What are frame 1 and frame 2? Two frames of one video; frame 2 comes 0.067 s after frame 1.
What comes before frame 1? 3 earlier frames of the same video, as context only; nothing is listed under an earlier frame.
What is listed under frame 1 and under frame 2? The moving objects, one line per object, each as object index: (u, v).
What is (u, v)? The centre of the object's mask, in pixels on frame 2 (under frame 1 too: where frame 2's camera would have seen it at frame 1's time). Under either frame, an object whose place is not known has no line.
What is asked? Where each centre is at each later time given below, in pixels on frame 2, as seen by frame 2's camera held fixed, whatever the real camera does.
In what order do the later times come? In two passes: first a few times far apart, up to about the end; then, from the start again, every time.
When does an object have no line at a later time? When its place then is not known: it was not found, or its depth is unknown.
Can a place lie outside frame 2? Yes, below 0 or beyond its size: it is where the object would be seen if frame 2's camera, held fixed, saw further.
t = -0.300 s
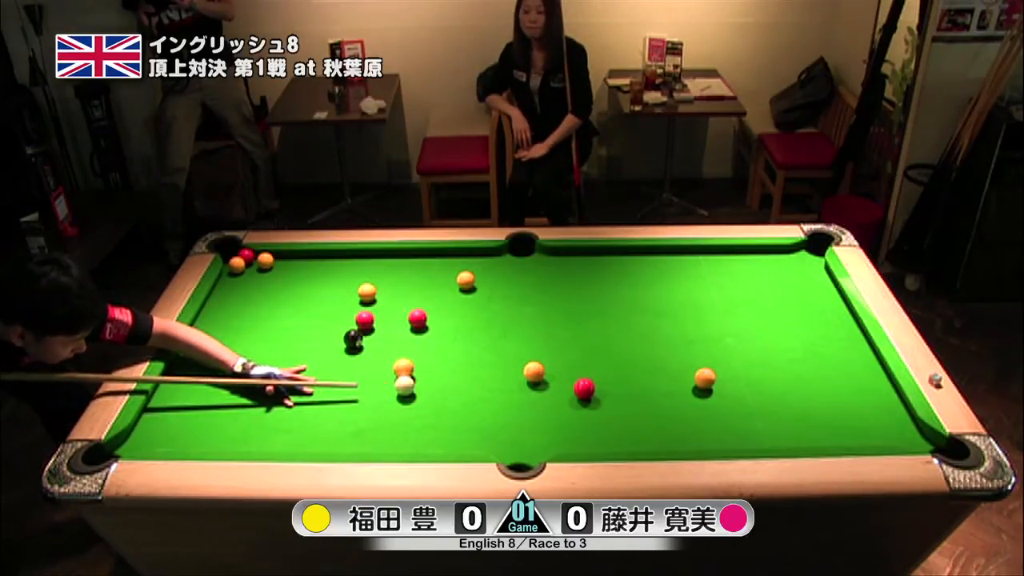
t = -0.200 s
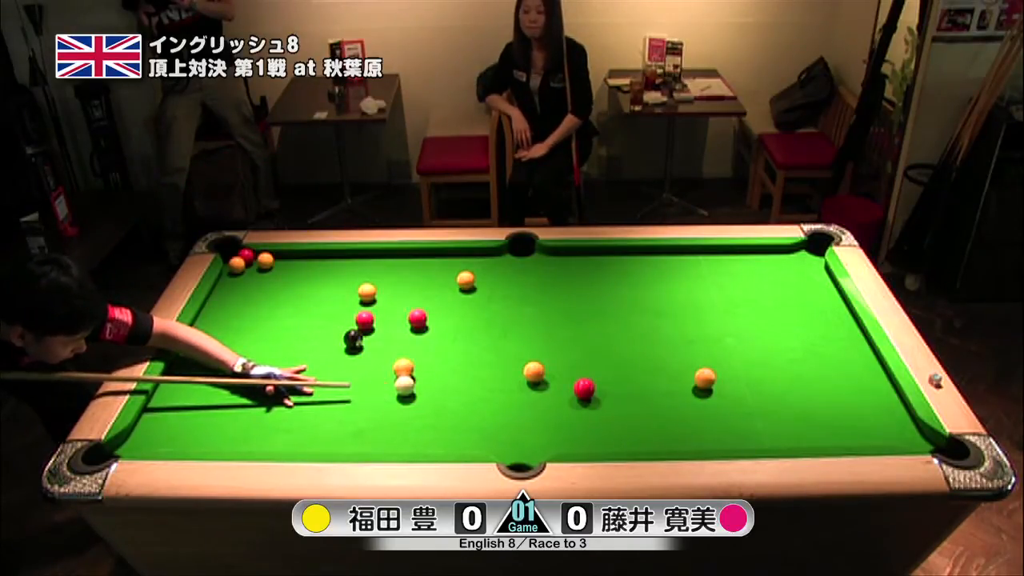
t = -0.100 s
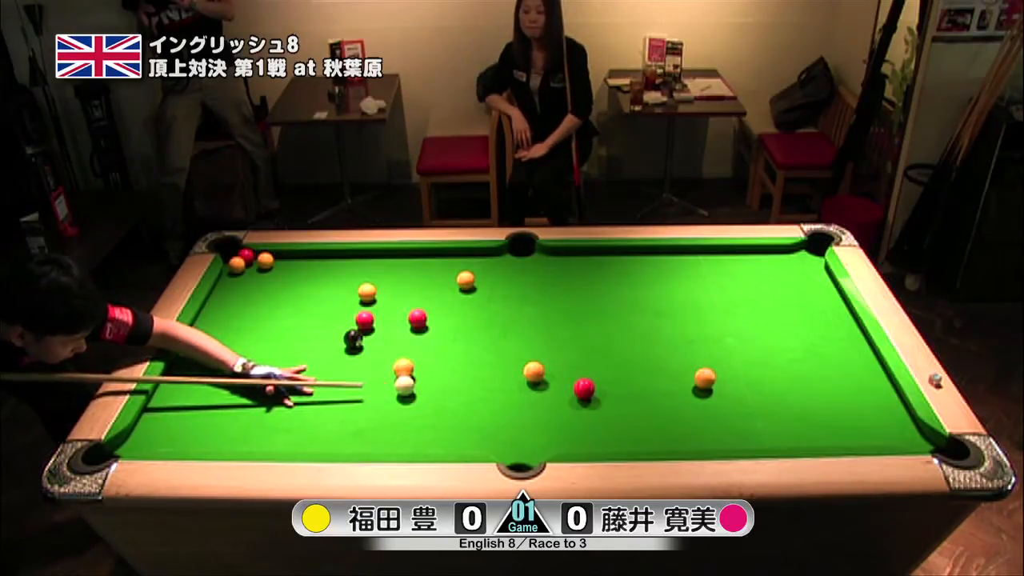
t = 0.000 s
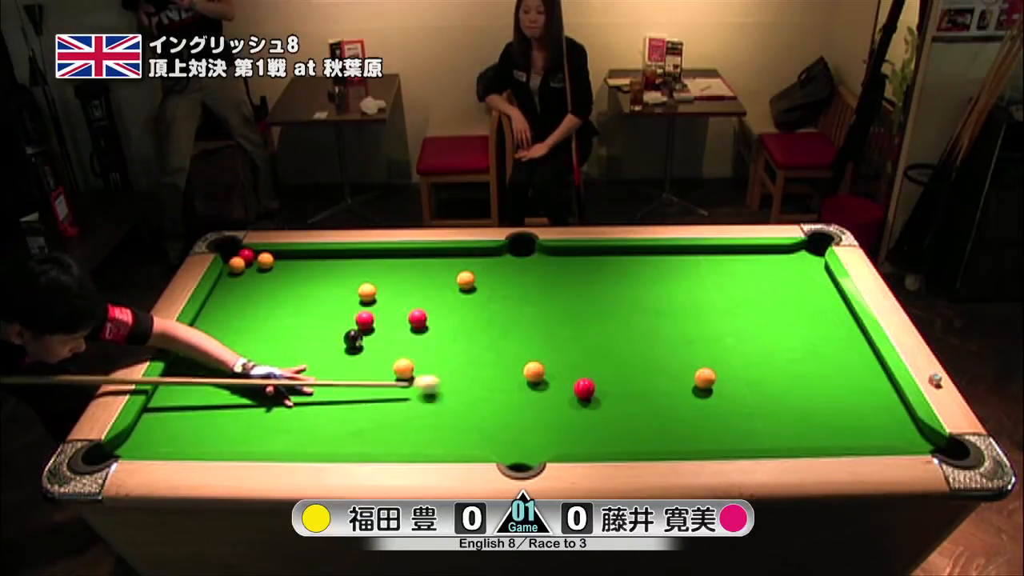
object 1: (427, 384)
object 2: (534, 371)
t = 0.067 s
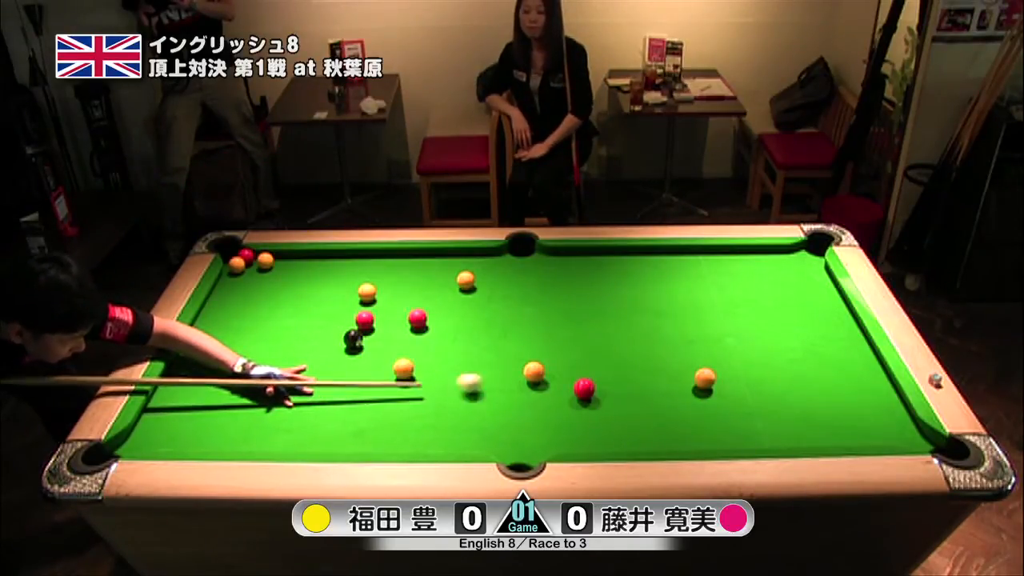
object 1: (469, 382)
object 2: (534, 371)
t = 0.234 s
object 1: (538, 393)
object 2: (555, 361)
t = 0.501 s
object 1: (618, 429)
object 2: (602, 336)
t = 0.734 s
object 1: (679, 436)
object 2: (637, 317)
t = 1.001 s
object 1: (730, 419)
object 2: (673, 298)
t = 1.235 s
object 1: (769, 404)
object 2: (700, 283)
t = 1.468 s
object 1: (805, 392)
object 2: (725, 270)
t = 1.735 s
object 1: (840, 378)
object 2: (750, 257)
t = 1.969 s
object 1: (868, 368)
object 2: (770, 252)
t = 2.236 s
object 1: (860, 361)
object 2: (793, 258)
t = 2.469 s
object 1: (841, 356)
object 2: (812, 263)
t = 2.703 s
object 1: (825, 352)
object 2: (816, 267)
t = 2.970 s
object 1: (810, 349)
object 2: (809, 270)
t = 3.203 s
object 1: (800, 347)
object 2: (804, 273)
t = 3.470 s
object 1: (791, 345)
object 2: (800, 275)
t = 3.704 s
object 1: (787, 344)
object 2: (797, 276)
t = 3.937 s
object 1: (784, 344)
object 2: (796, 276)
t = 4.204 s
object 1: (784, 344)
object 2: (795, 276)
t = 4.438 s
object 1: (784, 344)
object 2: (795, 276)
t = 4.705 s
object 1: (784, 344)
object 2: (795, 276)
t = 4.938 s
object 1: (785, 344)
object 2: (795, 276)
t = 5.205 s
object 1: (785, 344)
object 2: (795, 276)
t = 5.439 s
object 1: (785, 344)
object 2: (795, 276)
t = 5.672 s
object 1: (785, 344)
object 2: (795, 276)
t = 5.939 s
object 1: (785, 344)
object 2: (795, 276)
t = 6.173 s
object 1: (785, 344)
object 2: (795, 276)
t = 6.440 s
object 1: (785, 344)
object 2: (795, 276)
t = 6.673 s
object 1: (784, 344)
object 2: (795, 276)
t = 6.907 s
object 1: (785, 344)
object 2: (795, 276)
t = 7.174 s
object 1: (785, 344)
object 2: (795, 276)
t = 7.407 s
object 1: (785, 344)
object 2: (795, 276)
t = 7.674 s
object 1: (785, 344)
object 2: (795, 276)
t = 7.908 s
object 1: (785, 344)
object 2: (795, 276)
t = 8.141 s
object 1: (785, 344)
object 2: (795, 276)
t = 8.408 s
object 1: (785, 344)
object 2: (795, 276)
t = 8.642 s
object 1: (785, 344)
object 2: (795, 276)
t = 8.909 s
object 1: (785, 344)
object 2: (795, 276)
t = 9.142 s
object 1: (785, 344)
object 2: (795, 276)
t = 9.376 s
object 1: (785, 344)
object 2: (795, 276)
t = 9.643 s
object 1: (785, 344)
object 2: (795, 276)
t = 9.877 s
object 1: (785, 344)
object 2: (795, 276)
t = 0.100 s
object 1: (489, 381)
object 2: (534, 371)
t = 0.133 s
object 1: (508, 381)
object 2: (534, 371)
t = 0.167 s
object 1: (521, 383)
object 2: (538, 369)
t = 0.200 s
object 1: (529, 388)
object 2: (547, 365)
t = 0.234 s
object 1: (538, 393)
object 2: (555, 361)
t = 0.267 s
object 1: (546, 398)
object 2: (562, 357)
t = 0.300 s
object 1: (556, 403)
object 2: (568, 354)
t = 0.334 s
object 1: (566, 407)
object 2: (574, 351)
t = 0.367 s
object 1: (576, 412)
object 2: (579, 348)
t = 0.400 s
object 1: (586, 416)
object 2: (585, 345)
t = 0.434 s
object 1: (597, 420)
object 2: (591, 342)
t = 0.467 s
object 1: (607, 425)
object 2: (596, 339)
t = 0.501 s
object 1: (618, 429)
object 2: (602, 336)
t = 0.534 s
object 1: (628, 434)
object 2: (607, 333)
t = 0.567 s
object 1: (639, 438)
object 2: (612, 331)
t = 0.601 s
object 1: (649, 441)
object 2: (617, 328)
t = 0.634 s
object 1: (659, 443)
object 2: (622, 325)
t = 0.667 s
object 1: (666, 440)
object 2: (627, 322)
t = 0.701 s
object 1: (672, 438)
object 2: (632, 320)
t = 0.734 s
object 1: (679, 436)
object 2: (637, 317)
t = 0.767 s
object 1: (686, 434)
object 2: (642, 315)
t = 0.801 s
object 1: (692, 432)
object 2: (647, 312)
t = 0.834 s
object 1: (699, 429)
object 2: (651, 309)
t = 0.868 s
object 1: (705, 427)
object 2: (655, 307)
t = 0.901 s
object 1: (712, 425)
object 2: (660, 304)
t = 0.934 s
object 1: (718, 423)
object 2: (664, 302)
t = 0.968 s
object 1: (724, 421)
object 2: (669, 300)
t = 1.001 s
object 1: (730, 419)
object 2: (673, 298)
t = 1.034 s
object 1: (736, 416)
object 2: (677, 296)
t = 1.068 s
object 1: (742, 414)
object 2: (681, 293)
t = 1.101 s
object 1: (747, 412)
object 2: (685, 291)
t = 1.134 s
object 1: (753, 410)
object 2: (689, 289)
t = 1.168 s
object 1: (758, 408)
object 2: (693, 287)
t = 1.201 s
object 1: (764, 406)
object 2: (697, 285)
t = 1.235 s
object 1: (769, 404)
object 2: (700, 283)
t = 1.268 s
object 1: (775, 403)
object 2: (704, 281)
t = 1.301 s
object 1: (780, 401)
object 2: (708, 279)
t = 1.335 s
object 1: (785, 399)
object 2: (711, 277)
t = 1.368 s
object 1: (790, 397)
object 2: (715, 276)
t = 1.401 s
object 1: (795, 395)
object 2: (718, 274)
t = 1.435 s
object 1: (800, 394)
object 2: (722, 272)
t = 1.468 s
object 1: (805, 392)
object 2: (725, 270)
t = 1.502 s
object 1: (809, 390)
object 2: (728, 269)
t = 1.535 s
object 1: (814, 388)
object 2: (732, 267)
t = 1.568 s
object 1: (818, 386)
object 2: (735, 265)
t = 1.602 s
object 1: (823, 385)
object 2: (738, 264)
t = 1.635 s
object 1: (828, 383)
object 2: (741, 262)
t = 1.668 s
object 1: (832, 382)
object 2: (744, 260)
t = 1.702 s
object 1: (836, 380)
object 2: (747, 259)
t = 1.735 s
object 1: (840, 378)
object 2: (750, 257)
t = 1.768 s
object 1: (845, 377)
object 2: (753, 255)
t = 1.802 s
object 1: (849, 375)
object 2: (756, 254)
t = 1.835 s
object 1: (853, 374)
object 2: (758, 252)
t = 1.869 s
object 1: (857, 372)
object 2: (761, 251)
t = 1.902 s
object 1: (860, 371)
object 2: (764, 251)
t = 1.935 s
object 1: (864, 370)
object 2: (767, 251)
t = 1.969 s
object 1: (868, 368)
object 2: (770, 252)
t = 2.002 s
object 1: (872, 367)
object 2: (773, 253)
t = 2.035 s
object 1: (875, 366)
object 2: (776, 254)
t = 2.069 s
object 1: (875, 365)
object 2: (779, 255)
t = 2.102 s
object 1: (872, 364)
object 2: (782, 255)
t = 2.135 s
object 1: (869, 364)
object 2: (785, 256)
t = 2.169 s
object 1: (866, 362)
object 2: (788, 257)
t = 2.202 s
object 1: (863, 362)
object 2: (791, 257)
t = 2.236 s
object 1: (860, 361)
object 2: (793, 258)
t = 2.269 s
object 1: (857, 360)
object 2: (796, 259)
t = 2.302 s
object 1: (854, 360)
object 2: (799, 259)
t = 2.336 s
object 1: (852, 359)
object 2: (802, 260)
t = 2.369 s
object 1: (849, 358)
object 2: (804, 261)
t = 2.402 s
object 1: (846, 358)
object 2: (807, 261)
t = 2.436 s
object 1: (844, 357)
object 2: (809, 262)
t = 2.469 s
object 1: (841, 356)
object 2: (812, 263)
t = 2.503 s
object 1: (839, 356)
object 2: (815, 264)
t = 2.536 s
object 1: (836, 355)
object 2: (817, 264)
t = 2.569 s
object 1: (834, 355)
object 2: (819, 265)
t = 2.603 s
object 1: (832, 354)
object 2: (818, 265)
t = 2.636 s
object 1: (829, 354)
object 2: (817, 265)
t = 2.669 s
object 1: (827, 353)
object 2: (817, 266)
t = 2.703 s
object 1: (825, 352)
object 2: (816, 267)
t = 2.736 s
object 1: (823, 352)
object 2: (815, 267)
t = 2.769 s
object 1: (821, 352)
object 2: (814, 267)
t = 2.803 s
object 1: (819, 351)
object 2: (813, 268)
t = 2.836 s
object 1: (817, 351)
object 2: (812, 269)
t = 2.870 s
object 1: (816, 350)
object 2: (811, 269)
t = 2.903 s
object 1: (814, 350)
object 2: (811, 269)
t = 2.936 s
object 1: (812, 349)
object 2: (810, 270)
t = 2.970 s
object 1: (810, 349)
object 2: (809, 270)
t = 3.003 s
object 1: (809, 349)
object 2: (808, 271)
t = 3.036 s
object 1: (807, 349)
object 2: (808, 271)
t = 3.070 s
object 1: (806, 348)
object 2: (807, 271)
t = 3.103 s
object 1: (804, 348)
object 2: (806, 272)
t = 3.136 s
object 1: (803, 348)
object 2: (806, 272)
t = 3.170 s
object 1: (801, 347)
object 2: (805, 272)
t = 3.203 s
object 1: (800, 347)
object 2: (804, 273)
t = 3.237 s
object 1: (799, 347)
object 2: (804, 273)
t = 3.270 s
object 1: (798, 347)
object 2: (803, 273)
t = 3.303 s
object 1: (796, 346)
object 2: (803, 273)
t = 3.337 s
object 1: (795, 346)
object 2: (802, 274)
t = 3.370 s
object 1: (794, 346)
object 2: (802, 274)
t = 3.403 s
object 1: (793, 346)
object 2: (801, 274)
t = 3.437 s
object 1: (792, 346)
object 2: (800, 274)
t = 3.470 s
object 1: (791, 345)
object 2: (800, 275)
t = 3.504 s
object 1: (791, 345)
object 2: (800, 275)
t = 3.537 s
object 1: (790, 345)
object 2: (799, 275)
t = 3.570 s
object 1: (789, 345)
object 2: (799, 275)
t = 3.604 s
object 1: (788, 345)
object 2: (798, 275)
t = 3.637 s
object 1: (788, 344)
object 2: (798, 275)
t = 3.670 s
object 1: (787, 344)
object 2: (797, 275)
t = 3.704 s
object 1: (787, 344)
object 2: (797, 276)
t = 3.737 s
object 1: (786, 344)
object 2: (797, 276)
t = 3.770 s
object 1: (786, 344)
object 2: (797, 276)
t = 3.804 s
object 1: (785, 344)
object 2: (797, 276)
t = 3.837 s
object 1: (785, 344)
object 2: (796, 276)
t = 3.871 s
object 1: (785, 344)
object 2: (796, 276)
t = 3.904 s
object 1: (784, 344)
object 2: (796, 276)
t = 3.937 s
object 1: (784, 344)
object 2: (796, 276)
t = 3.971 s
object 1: (784, 344)
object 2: (796, 276)
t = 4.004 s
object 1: (784, 344)
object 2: (796, 276)
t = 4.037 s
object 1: (784, 344)
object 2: (795, 276)
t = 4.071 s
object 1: (784, 344)
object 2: (795, 276)
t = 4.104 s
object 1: (784, 344)
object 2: (795, 276)
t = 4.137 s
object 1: (784, 344)
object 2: (795, 276)
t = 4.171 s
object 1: (784, 344)
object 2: (795, 276)
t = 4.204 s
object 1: (784, 344)
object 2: (795, 276)
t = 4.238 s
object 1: (784, 344)
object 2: (795, 276)
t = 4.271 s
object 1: (784, 344)
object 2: (795, 276)
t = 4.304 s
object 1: (784, 344)
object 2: (795, 276)
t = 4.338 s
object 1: (784, 344)
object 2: (795, 276)
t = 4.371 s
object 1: (784, 344)
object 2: (795, 276)
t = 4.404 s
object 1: (784, 344)
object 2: (795, 276)
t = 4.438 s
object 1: (784, 344)
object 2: (795, 276)
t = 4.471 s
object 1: (784, 344)
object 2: (795, 276)
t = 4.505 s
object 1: (784, 344)
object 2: (795, 276)
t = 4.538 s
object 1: (784, 344)
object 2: (795, 276)
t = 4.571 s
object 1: (784, 344)
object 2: (795, 276)
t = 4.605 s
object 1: (784, 344)
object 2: (795, 276)
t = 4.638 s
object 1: (784, 344)
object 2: (795, 276)
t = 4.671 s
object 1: (784, 344)
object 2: (795, 276)
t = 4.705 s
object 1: (784, 344)
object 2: (795, 276)
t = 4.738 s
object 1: (784, 344)
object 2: (795, 276)
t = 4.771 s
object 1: (785, 344)
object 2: (795, 276)
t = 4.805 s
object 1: (784, 344)
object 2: (795, 276)
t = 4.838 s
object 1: (785, 344)
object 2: (795, 276)
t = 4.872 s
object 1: (784, 344)
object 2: (795, 276)
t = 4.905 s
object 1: (785, 344)
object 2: (795, 276)
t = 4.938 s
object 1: (785, 344)
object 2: (795, 276)
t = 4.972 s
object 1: (785, 344)
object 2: (795, 276)
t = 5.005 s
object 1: (785, 344)
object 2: (795, 276)
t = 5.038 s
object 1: (785, 344)
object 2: (795, 276)
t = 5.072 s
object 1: (785, 344)
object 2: (795, 276)
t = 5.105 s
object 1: (785, 344)
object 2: (795, 276)
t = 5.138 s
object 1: (785, 344)
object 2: (795, 276)
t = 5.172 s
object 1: (785, 344)
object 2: (795, 276)
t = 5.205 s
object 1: (785, 344)
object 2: (795, 276)
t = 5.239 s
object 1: (785, 344)
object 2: (795, 276)
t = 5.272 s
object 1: (785, 344)
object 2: (795, 276)
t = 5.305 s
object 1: (785, 344)
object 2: (795, 276)
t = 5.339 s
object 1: (785, 344)
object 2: (795, 276)
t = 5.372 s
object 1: (785, 344)
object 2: (795, 276)
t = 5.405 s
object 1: (785, 344)
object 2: (795, 276)
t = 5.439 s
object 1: (785, 344)
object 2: (795, 276)
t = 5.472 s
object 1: (785, 344)
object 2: (795, 276)
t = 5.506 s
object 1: (785, 344)
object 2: (795, 276)
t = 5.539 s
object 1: (785, 344)
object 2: (795, 276)
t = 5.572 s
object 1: (785, 344)
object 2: (795, 276)
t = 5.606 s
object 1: (785, 344)
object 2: (795, 276)
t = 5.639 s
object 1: (785, 344)
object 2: (795, 276)
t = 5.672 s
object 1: (785, 344)
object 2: (795, 276)
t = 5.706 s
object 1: (785, 344)
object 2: (795, 276)
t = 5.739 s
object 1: (785, 344)
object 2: (795, 276)
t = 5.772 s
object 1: (785, 344)
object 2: (795, 276)
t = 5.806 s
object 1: (785, 344)
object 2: (795, 276)
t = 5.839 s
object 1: (785, 344)
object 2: (795, 276)
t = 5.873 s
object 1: (785, 344)
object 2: (795, 276)
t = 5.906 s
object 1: (785, 344)
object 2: (795, 276)
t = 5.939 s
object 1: (785, 344)
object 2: (795, 276)
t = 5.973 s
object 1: (785, 344)
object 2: (795, 276)
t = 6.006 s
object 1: (785, 344)
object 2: (795, 276)
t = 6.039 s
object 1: (785, 344)
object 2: (795, 276)
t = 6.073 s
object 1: (785, 344)
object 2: (795, 276)
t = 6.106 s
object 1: (785, 344)
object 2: (795, 276)
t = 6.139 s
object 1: (785, 344)
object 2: (795, 276)
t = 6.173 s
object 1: (785, 344)
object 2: (795, 276)
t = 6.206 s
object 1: (785, 344)
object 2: (795, 276)
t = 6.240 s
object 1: (785, 344)
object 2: (795, 276)
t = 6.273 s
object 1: (785, 344)
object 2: (795, 276)
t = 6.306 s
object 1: (785, 344)
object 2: (795, 276)
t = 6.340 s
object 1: (785, 344)
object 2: (795, 276)
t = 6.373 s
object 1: (785, 344)
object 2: (795, 276)
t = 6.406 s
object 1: (785, 344)
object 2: (795, 276)
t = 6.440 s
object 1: (785, 344)
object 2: (795, 276)
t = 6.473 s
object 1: (785, 344)
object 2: (795, 276)
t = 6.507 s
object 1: (785, 344)
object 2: (795, 276)
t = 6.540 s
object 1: (785, 344)
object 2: (795, 276)
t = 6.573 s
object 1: (785, 344)
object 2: (795, 276)
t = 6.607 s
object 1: (785, 344)
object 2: (795, 276)
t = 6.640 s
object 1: (785, 344)
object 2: (795, 276)
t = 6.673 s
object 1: (784, 344)
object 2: (795, 276)
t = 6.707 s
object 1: (785, 344)
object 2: (795, 276)
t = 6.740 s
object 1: (785, 344)
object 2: (795, 276)
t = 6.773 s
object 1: (785, 344)
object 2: (795, 276)
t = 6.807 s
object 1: (785, 344)
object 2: (795, 276)
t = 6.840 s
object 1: (785, 344)
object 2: (795, 276)
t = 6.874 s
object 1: (785, 344)
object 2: (795, 276)
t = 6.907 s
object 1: (785, 344)
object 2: (795, 276)
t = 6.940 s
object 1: (785, 344)
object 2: (795, 276)
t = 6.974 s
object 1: (785, 344)
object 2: (795, 276)
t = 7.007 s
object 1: (785, 344)
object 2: (795, 276)
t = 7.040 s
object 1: (785, 344)
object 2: (795, 276)
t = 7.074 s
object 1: (785, 344)
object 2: (795, 276)
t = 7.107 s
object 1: (785, 344)
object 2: (795, 276)
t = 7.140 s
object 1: (785, 344)
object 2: (795, 276)
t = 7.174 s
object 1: (785, 344)
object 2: (795, 276)
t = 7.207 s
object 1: (785, 344)
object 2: (795, 276)
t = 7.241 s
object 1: (785, 344)
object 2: (795, 276)
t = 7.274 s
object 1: (785, 344)
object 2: (795, 276)
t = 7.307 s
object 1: (785, 344)
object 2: (795, 276)
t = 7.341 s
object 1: (785, 344)
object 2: (795, 276)
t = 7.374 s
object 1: (785, 344)
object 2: (795, 276)
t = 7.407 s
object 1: (785, 344)
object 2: (795, 276)
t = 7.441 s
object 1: (785, 344)
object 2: (795, 276)
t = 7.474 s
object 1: (785, 344)
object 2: (795, 276)
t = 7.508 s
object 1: (785, 344)
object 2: (795, 276)
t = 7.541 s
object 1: (785, 344)
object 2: (795, 276)
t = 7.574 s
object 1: (785, 344)
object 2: (795, 276)
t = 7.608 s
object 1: (785, 344)
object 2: (795, 276)
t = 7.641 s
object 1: (785, 344)
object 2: (795, 276)
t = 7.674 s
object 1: (785, 344)
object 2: (795, 276)
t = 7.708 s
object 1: (785, 344)
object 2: (795, 276)
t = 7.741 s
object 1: (785, 344)
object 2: (795, 276)
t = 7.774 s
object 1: (785, 344)
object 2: (795, 276)
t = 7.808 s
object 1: (785, 344)
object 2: (795, 276)
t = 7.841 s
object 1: (785, 344)
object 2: (795, 276)
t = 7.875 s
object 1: (785, 344)
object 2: (795, 276)
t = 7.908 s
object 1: (785, 344)
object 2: (795, 276)
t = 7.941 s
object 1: (785, 344)
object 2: (795, 276)
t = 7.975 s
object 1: (785, 344)
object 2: (795, 276)
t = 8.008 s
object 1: (785, 344)
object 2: (795, 276)
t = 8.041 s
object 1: (785, 344)
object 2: (795, 276)
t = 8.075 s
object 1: (785, 344)
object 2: (795, 276)
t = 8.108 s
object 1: (785, 344)
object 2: (795, 276)
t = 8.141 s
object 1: (785, 344)
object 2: (795, 276)
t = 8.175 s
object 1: (785, 344)
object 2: (795, 276)
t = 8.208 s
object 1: (785, 344)
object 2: (795, 276)
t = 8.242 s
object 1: (785, 344)
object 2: (795, 276)
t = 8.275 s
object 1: (785, 344)
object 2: (795, 276)
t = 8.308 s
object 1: (785, 344)
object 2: (795, 276)
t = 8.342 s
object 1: (785, 344)
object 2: (795, 276)
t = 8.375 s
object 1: (785, 344)
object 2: (795, 276)
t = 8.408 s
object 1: (785, 344)
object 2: (795, 276)
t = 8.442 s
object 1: (785, 344)
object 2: (795, 276)
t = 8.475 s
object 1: (785, 344)
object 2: (795, 276)
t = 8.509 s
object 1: (785, 344)
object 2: (795, 276)
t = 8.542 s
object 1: (785, 344)
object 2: (795, 276)
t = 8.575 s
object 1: (785, 344)
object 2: (795, 276)
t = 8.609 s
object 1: (785, 344)
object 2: (795, 276)
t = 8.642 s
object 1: (785, 344)
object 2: (795, 276)
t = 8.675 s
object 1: (785, 344)
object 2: (795, 276)
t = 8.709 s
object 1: (785, 344)
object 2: (795, 276)
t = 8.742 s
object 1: (785, 344)
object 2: (795, 276)
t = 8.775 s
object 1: (785, 344)
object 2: (795, 276)
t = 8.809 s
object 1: (785, 344)
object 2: (795, 276)
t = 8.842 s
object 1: (785, 344)
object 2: (795, 276)
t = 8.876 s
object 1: (785, 344)
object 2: (795, 276)
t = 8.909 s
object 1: (785, 344)
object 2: (795, 276)
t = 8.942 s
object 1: (785, 344)
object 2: (795, 276)
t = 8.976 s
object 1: (785, 344)
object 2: (795, 276)
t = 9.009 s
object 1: (785, 344)
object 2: (795, 276)
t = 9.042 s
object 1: (785, 344)
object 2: (795, 276)
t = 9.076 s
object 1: (785, 344)
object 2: (795, 276)
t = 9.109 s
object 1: (785, 344)
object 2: (795, 276)
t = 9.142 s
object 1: (785, 344)
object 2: (795, 276)
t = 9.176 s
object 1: (785, 344)
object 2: (795, 276)
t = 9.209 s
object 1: (785, 344)
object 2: (795, 276)
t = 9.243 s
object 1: (785, 344)
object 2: (795, 276)
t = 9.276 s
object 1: (785, 344)
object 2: (795, 276)
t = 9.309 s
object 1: (785, 344)
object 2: (795, 276)
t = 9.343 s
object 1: (785, 344)
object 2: (795, 276)
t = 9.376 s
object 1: (785, 344)
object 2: (795, 276)
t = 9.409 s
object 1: (785, 344)
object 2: (795, 276)
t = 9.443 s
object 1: (785, 344)
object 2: (795, 276)
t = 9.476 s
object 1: (785, 344)
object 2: (795, 276)
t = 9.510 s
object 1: (785, 344)
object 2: (795, 276)
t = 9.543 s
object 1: (785, 344)
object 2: (795, 276)
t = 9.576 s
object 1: (785, 344)
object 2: (795, 276)
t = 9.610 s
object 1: (785, 344)
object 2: (795, 276)
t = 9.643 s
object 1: (785, 344)
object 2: (795, 276)
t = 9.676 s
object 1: (785, 344)
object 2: (795, 276)
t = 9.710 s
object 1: (785, 344)
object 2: (795, 276)
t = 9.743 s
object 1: (785, 344)
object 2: (795, 276)
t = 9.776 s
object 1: (785, 344)
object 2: (795, 276)
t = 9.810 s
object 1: (785, 344)
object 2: (795, 276)
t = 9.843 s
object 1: (785, 344)
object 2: (795, 276)
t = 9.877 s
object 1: (785, 344)
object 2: (795, 276)
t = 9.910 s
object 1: (785, 344)
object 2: (795, 276)
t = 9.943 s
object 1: (785, 344)
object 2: (795, 276)
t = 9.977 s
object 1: (785, 344)
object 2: (795, 276)
